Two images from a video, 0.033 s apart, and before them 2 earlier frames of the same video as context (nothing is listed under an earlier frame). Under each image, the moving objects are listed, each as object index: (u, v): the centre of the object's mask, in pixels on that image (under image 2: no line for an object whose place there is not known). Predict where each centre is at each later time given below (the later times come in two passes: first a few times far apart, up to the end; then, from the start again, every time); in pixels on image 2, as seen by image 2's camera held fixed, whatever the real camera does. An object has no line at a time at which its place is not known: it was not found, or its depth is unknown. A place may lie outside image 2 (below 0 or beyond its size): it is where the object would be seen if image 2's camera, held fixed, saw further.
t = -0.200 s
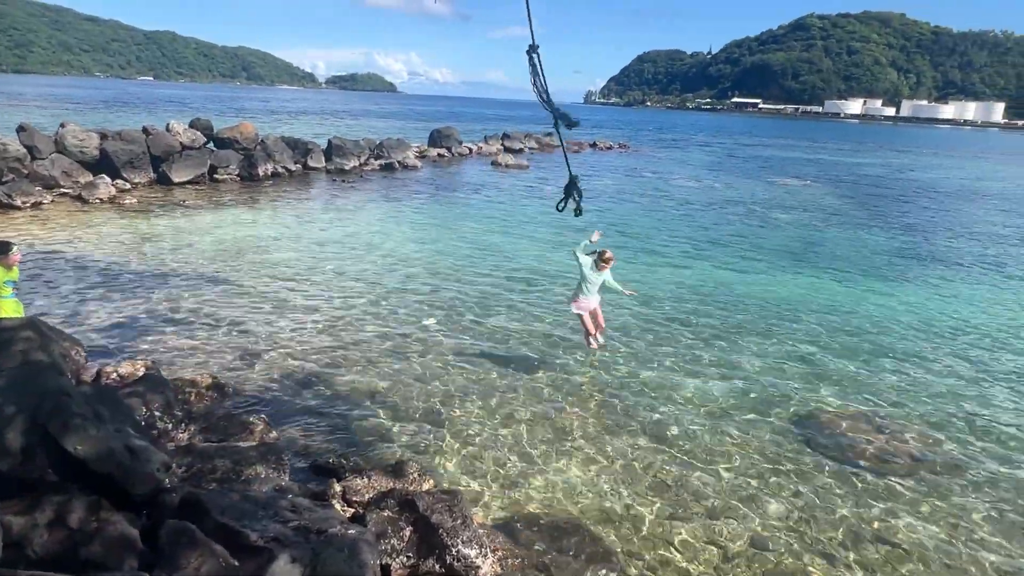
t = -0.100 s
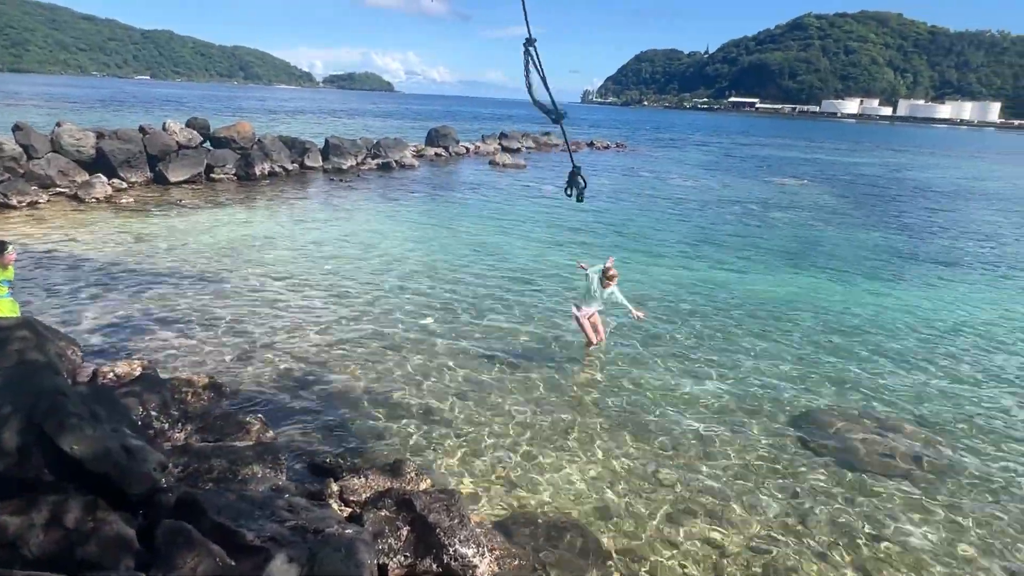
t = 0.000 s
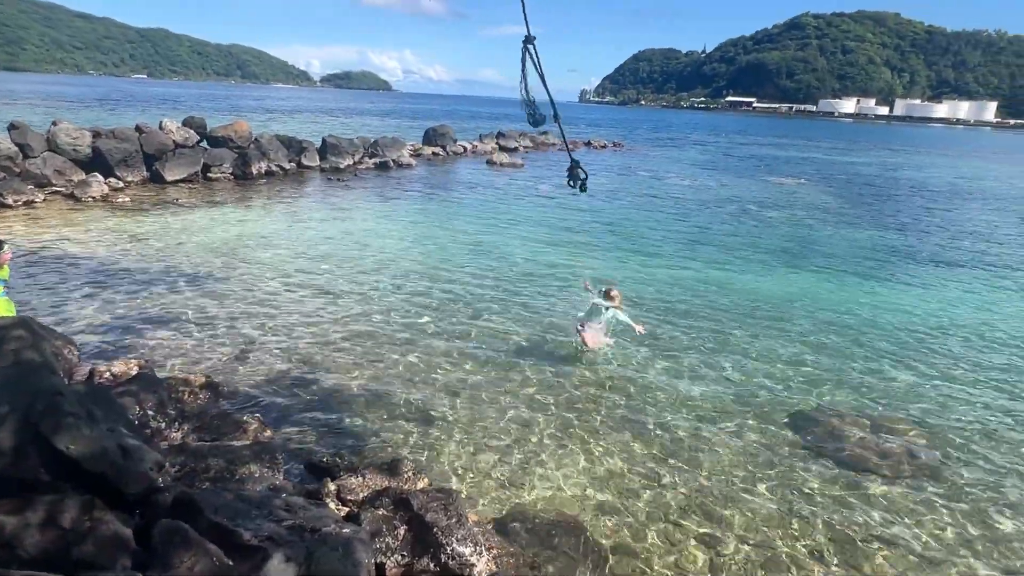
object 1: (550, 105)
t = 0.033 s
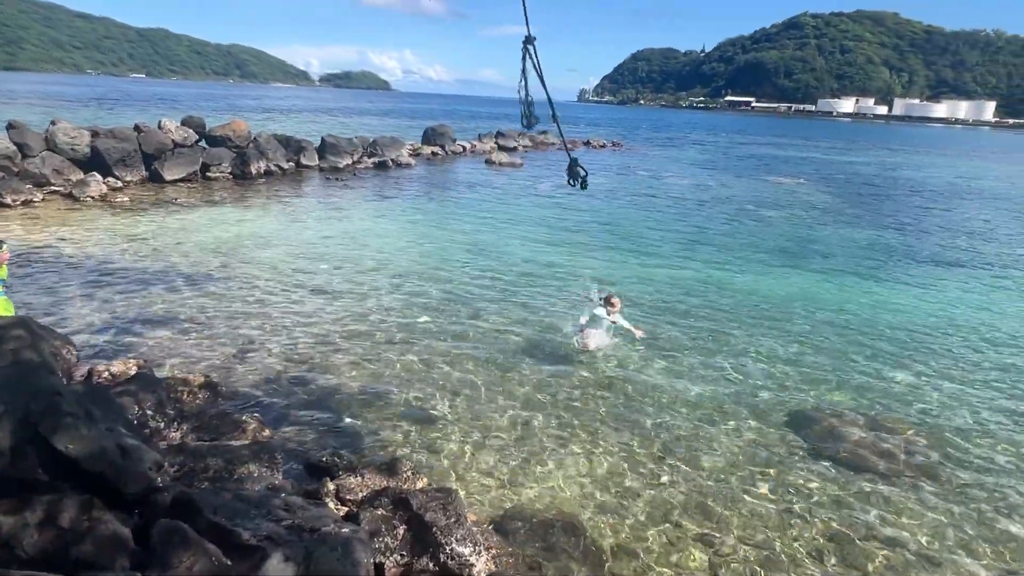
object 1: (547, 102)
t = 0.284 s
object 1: (550, 108)
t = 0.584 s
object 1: (550, 140)
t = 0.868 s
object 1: (522, 168)
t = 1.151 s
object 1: (484, 199)
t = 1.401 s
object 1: (432, 221)
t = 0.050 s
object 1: (547, 103)
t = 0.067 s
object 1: (547, 102)
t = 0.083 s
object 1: (547, 103)
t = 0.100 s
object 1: (547, 105)
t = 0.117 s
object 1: (547, 106)
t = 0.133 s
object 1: (547, 106)
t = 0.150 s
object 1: (547, 108)
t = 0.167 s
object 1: (546, 106)
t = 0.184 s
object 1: (547, 108)
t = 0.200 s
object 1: (547, 108)
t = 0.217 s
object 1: (548, 108)
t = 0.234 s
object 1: (548, 109)
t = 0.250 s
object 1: (548, 108)
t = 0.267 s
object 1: (549, 109)
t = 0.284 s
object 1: (550, 108)
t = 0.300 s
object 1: (551, 108)
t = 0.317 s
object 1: (551, 110)
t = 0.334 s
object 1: (552, 110)
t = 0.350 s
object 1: (552, 110)
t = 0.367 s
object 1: (553, 110)
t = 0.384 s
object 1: (555, 113)
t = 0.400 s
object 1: (555, 115)
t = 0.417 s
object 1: (556, 117)
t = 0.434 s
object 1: (557, 119)
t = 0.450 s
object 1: (557, 119)
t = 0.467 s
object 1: (558, 122)
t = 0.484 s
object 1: (558, 125)
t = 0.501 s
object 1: (545, 127)
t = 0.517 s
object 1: (546, 130)
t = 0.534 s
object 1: (548, 131)
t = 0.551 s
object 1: (548, 133)
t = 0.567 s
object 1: (550, 136)
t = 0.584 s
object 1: (550, 140)
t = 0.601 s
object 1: (550, 143)
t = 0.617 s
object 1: (550, 144)
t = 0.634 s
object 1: (550, 146)
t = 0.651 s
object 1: (550, 146)
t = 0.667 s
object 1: (550, 146)
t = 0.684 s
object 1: (550, 148)
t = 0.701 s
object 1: (549, 149)
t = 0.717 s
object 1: (545, 152)
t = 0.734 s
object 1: (543, 153)
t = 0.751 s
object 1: (541, 156)
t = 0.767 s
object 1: (537, 158)
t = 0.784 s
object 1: (535, 160)
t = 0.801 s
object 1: (533, 160)
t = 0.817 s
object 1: (530, 164)
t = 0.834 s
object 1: (527, 165)
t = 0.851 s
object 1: (524, 166)
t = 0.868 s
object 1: (522, 168)
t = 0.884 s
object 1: (520, 166)
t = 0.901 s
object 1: (518, 166)
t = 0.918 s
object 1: (515, 173)
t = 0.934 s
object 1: (513, 169)
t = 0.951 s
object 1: (510, 175)
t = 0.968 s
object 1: (508, 177)
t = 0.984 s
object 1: (507, 182)
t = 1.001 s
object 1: (504, 181)
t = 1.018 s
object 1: (502, 183)
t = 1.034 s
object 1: (501, 185)
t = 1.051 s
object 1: (498, 187)
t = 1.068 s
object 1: (496, 191)
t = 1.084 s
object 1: (494, 193)
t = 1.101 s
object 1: (492, 195)
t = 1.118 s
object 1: (491, 199)
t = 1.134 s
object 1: (488, 200)
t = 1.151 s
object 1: (484, 199)
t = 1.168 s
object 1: (483, 205)
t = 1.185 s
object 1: (480, 205)
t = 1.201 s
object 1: (477, 206)
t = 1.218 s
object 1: (474, 208)
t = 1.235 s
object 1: (471, 209)
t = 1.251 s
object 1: (467, 210)
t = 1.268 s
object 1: (464, 210)
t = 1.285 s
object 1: (459, 211)
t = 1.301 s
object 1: (457, 210)
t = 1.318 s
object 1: (452, 211)
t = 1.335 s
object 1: (448, 211)
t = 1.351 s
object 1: (441, 216)
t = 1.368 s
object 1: (439, 214)
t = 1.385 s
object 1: (435, 216)
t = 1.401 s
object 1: (432, 221)
